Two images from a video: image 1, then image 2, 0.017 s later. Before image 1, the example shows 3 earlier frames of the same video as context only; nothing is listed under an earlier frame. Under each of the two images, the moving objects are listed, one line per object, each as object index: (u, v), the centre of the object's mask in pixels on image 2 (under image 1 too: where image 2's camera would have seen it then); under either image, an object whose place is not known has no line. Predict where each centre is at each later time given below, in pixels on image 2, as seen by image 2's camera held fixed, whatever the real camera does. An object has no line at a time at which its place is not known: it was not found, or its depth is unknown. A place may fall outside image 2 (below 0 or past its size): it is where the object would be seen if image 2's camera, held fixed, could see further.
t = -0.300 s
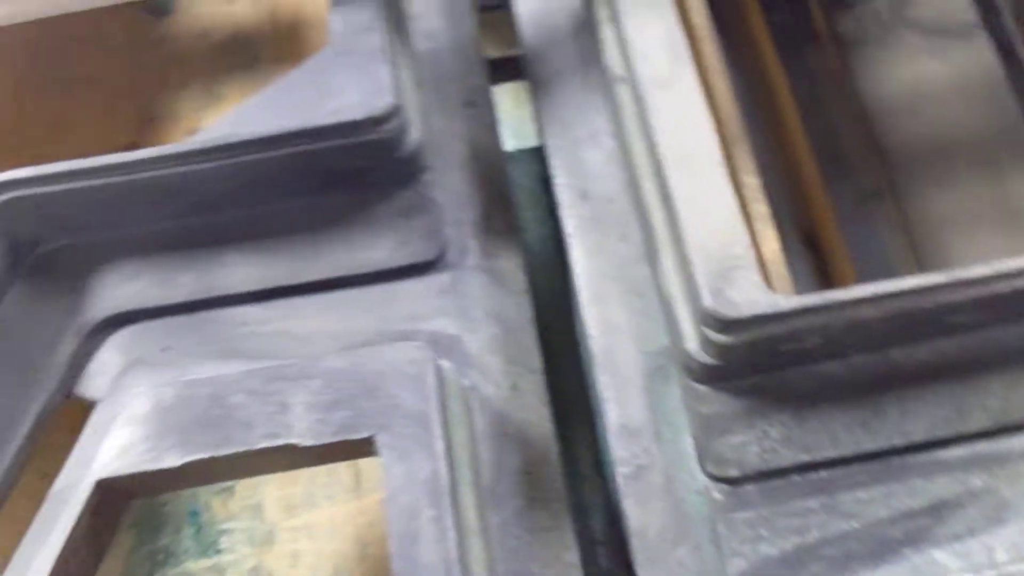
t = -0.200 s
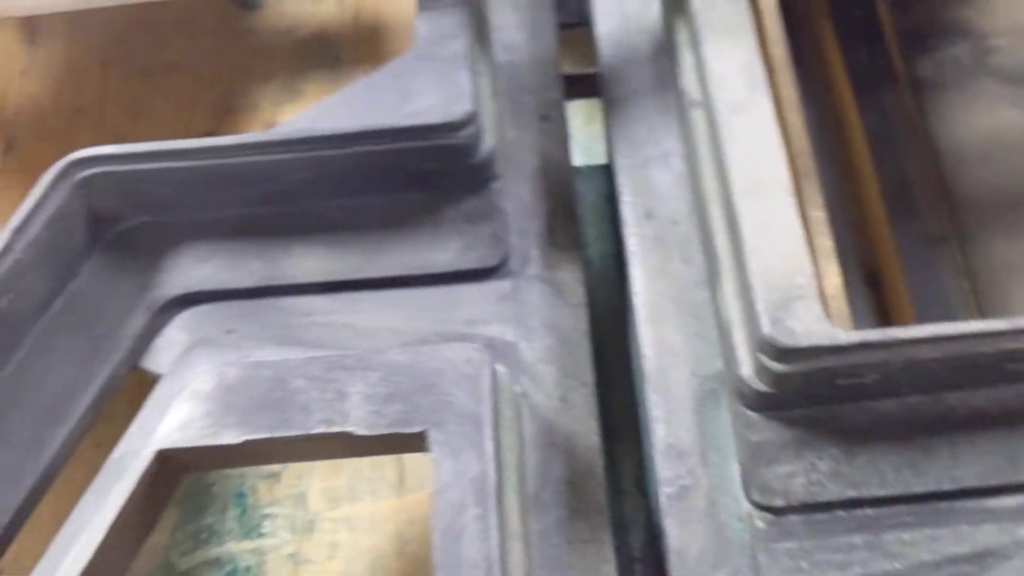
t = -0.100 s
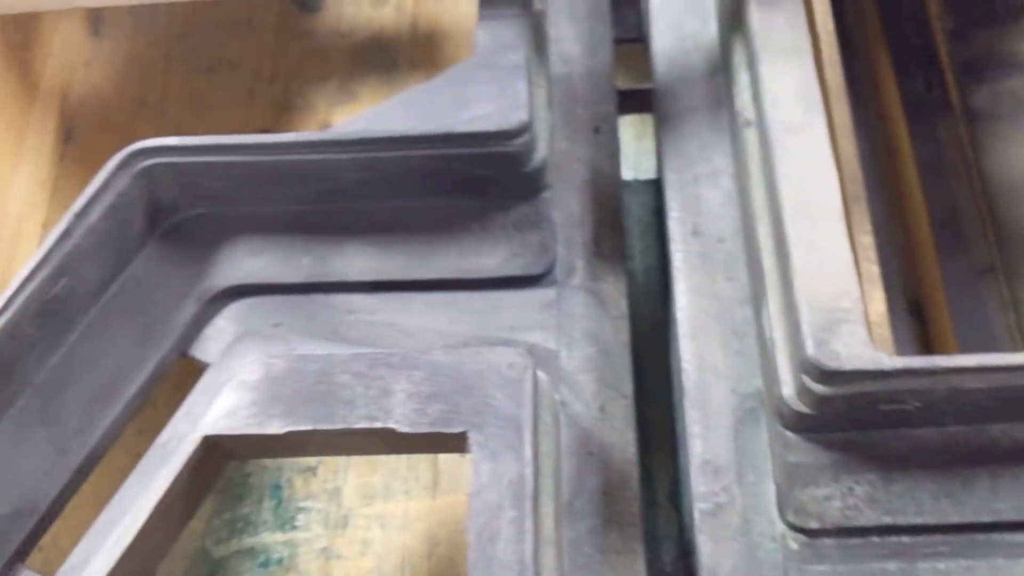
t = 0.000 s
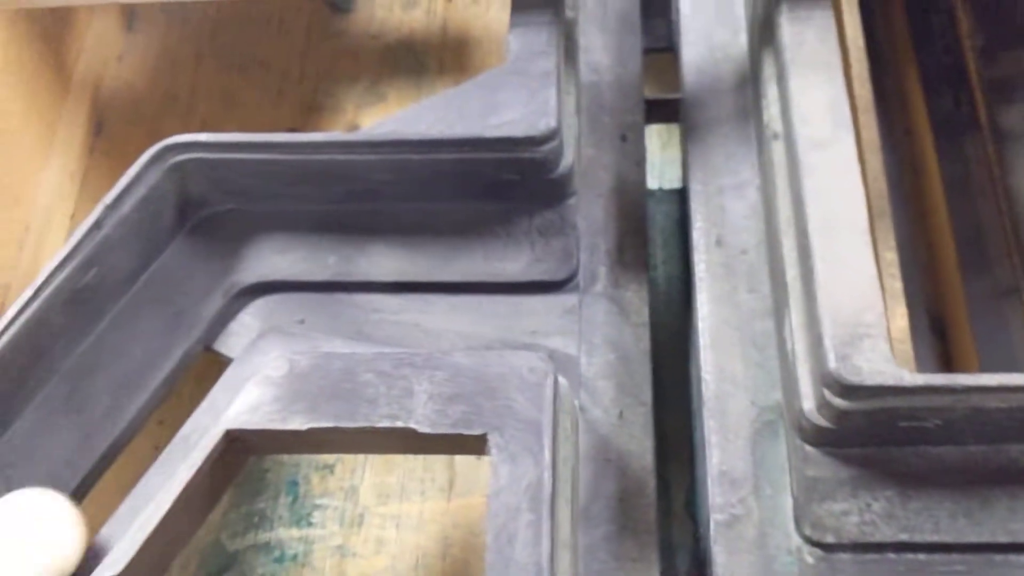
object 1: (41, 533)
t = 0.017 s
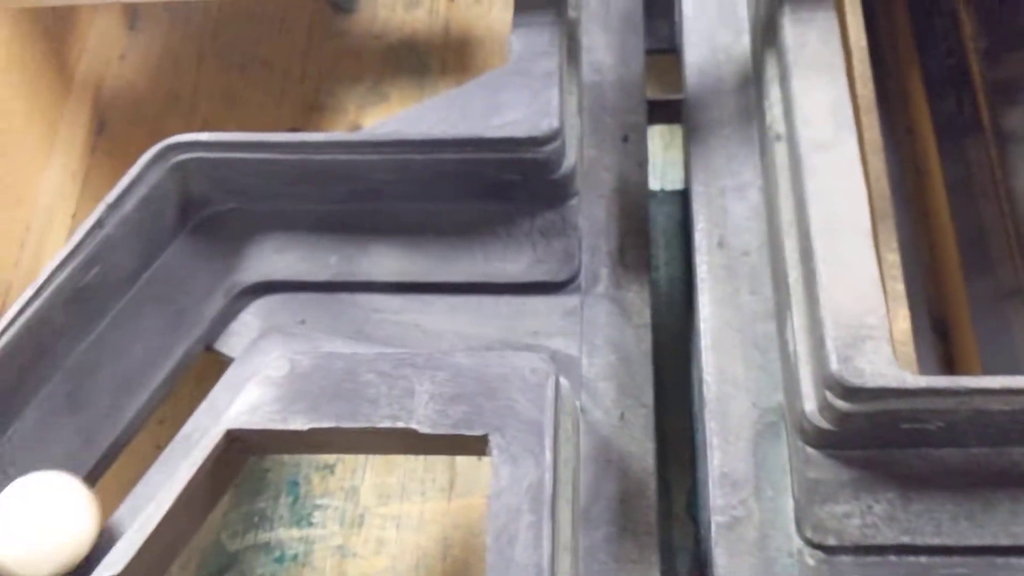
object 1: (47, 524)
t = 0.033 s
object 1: (56, 510)
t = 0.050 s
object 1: (69, 496)
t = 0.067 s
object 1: (83, 477)
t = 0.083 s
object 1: (96, 460)
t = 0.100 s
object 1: (111, 443)
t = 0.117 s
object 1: (125, 427)
